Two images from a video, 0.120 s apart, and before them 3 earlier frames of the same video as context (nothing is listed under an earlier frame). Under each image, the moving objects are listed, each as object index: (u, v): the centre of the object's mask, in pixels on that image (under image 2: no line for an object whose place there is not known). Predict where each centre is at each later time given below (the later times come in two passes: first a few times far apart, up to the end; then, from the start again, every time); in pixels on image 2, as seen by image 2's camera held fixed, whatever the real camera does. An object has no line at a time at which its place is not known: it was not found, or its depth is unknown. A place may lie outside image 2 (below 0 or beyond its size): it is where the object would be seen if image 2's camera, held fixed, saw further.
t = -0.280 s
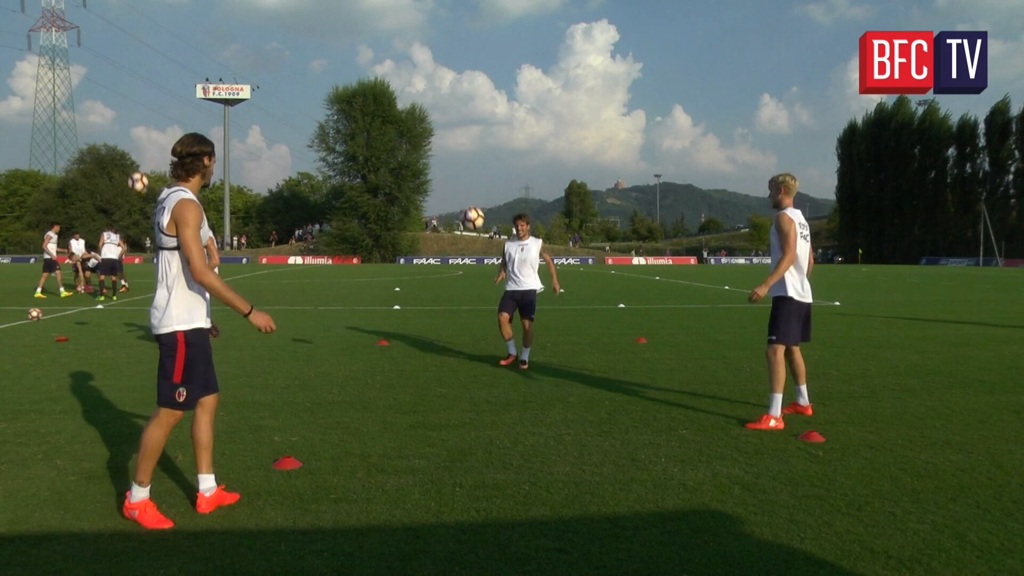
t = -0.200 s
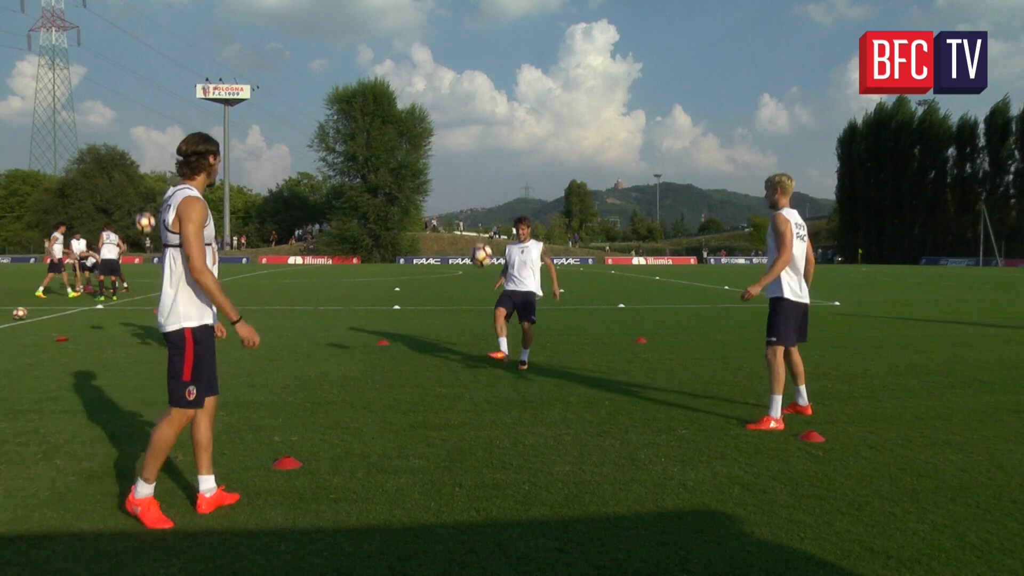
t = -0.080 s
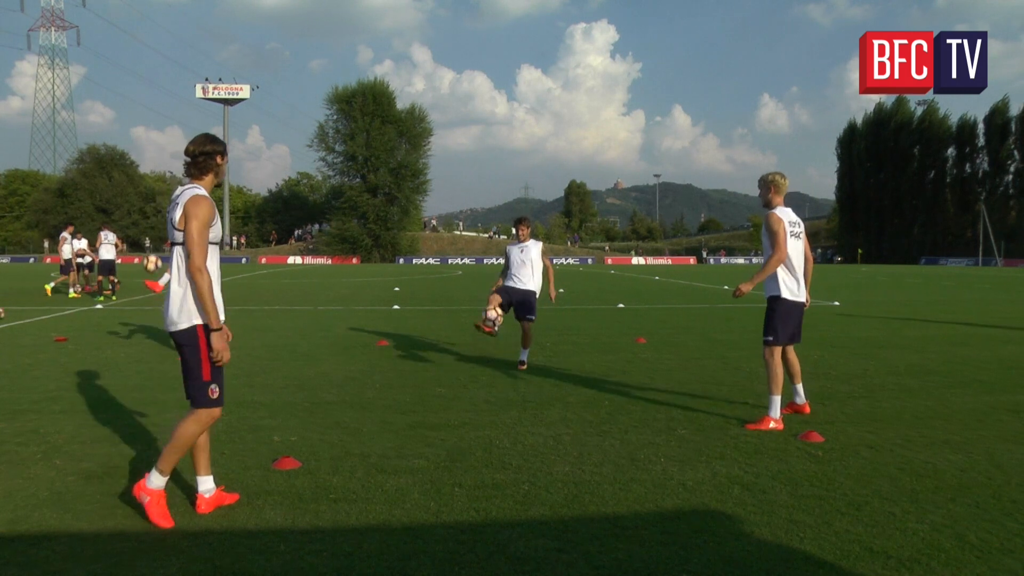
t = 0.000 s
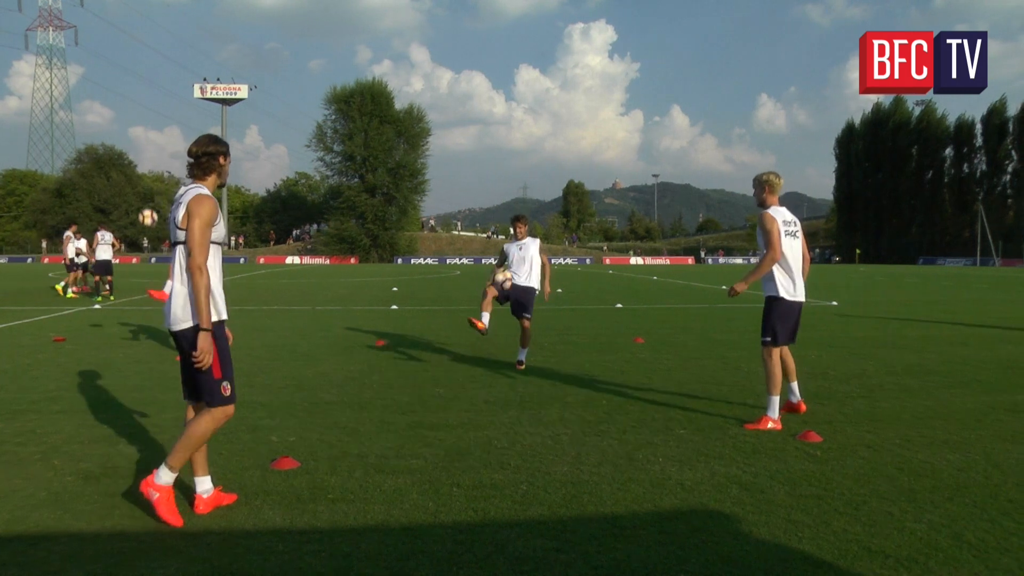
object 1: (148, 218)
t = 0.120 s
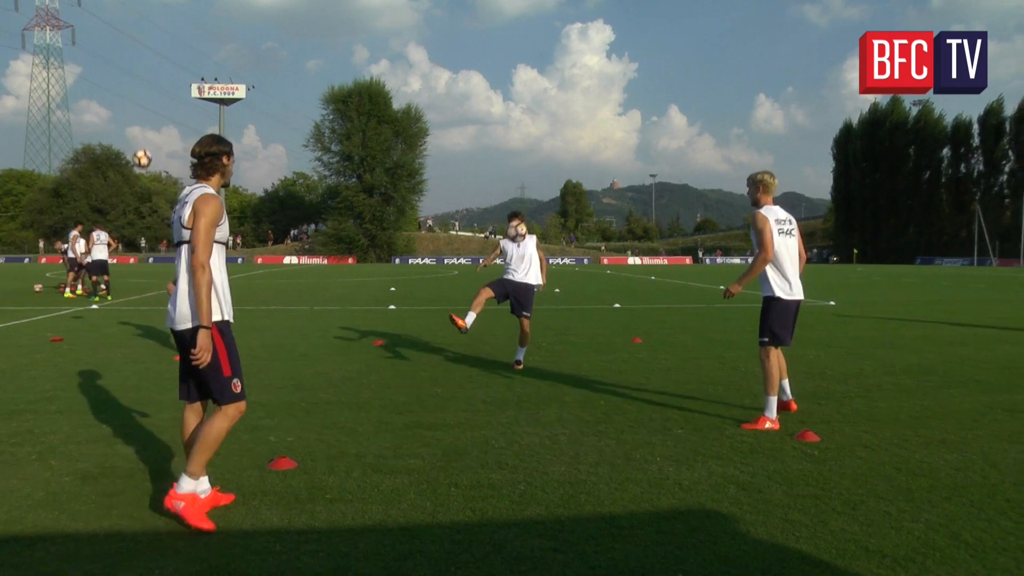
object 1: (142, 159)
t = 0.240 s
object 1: (139, 110)
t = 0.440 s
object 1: (135, 54)
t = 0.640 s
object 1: (131, 31)
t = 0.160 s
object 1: (141, 141)
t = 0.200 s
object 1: (140, 125)
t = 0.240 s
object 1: (139, 110)
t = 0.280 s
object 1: (139, 96)
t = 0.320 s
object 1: (138, 83)
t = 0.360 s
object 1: (137, 72)
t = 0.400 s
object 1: (136, 62)
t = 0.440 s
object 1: (135, 54)
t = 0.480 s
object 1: (134, 46)
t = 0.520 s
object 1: (134, 40)
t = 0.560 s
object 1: (133, 36)
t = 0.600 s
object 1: (132, 33)
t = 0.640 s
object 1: (131, 31)
